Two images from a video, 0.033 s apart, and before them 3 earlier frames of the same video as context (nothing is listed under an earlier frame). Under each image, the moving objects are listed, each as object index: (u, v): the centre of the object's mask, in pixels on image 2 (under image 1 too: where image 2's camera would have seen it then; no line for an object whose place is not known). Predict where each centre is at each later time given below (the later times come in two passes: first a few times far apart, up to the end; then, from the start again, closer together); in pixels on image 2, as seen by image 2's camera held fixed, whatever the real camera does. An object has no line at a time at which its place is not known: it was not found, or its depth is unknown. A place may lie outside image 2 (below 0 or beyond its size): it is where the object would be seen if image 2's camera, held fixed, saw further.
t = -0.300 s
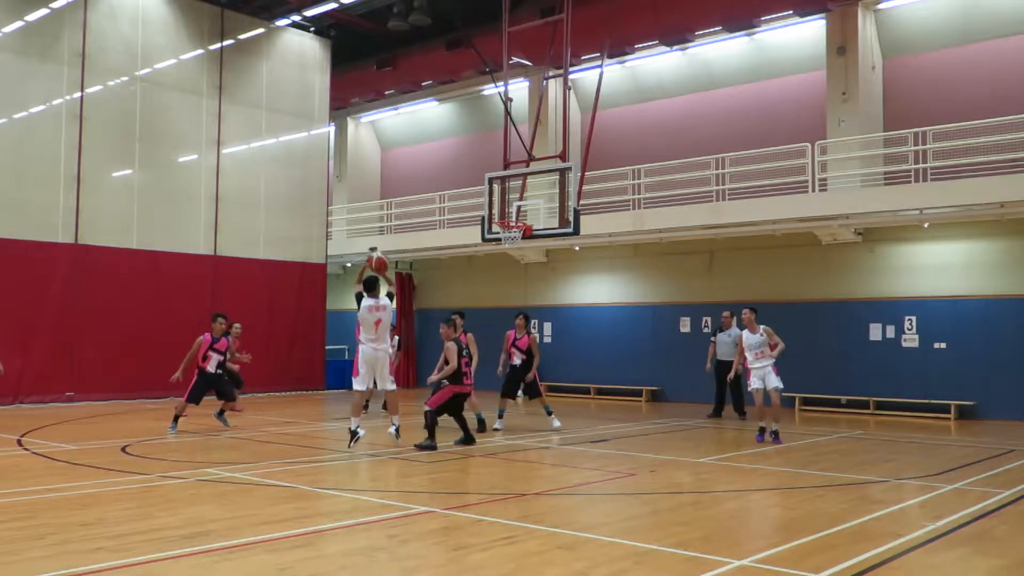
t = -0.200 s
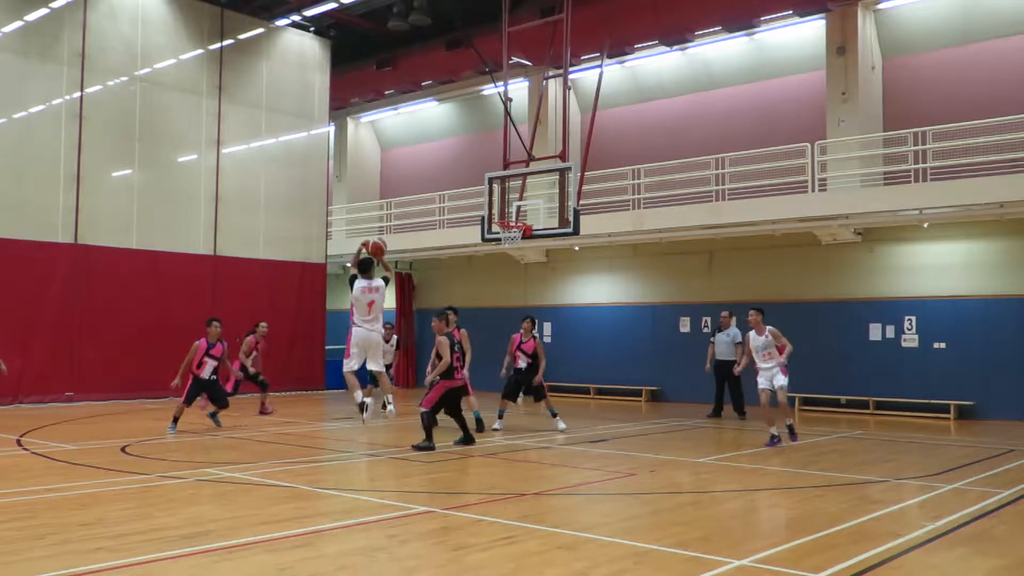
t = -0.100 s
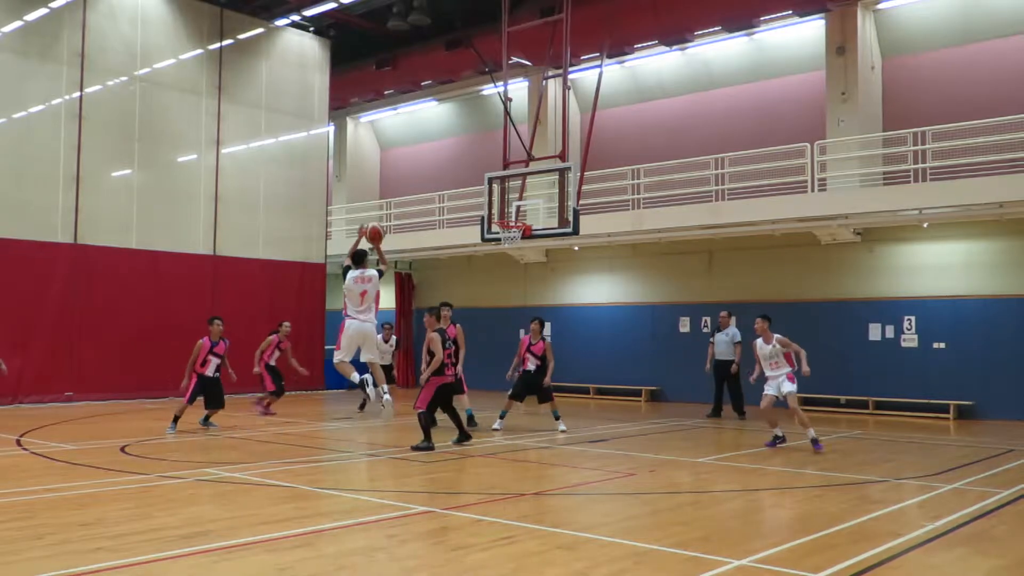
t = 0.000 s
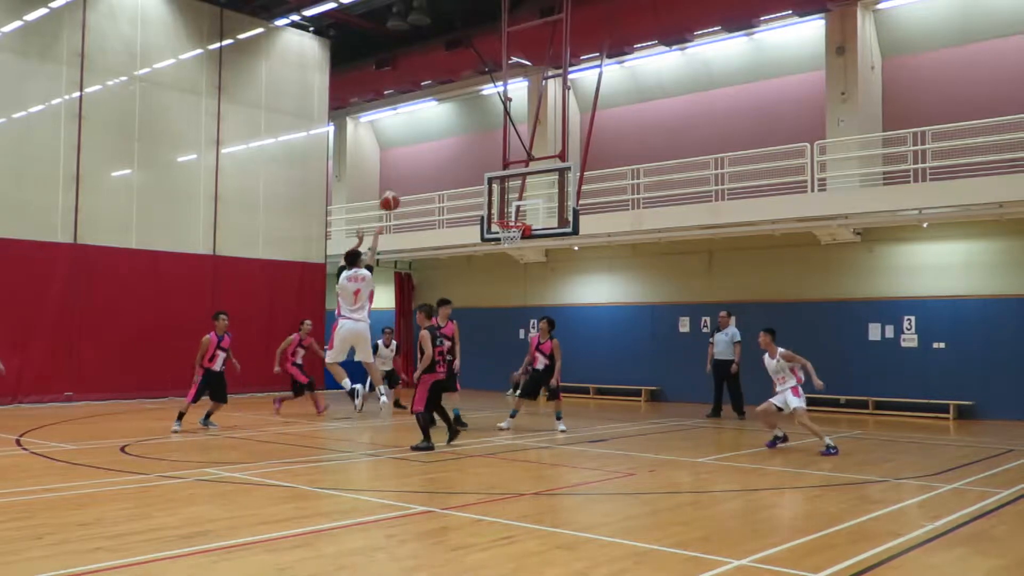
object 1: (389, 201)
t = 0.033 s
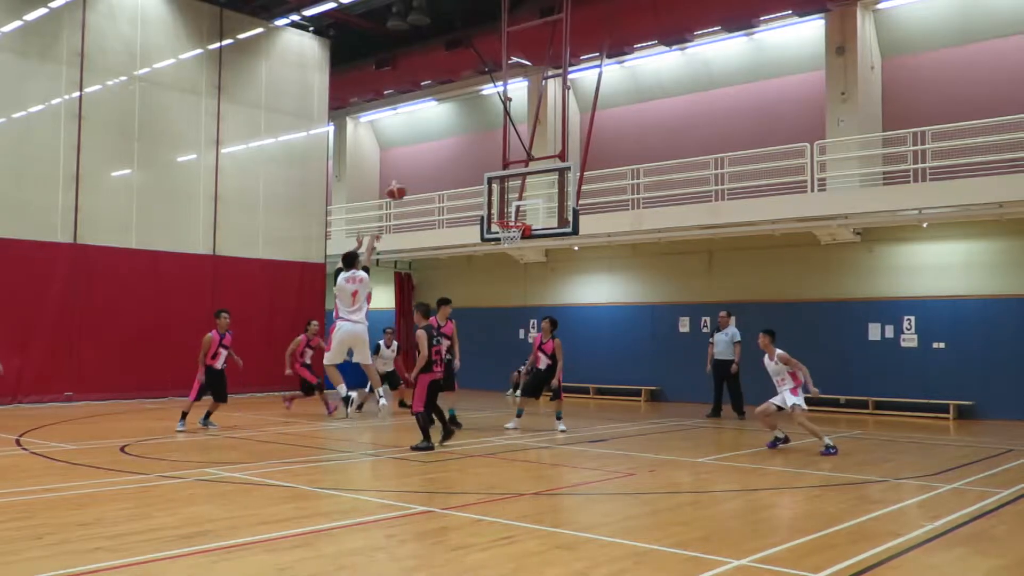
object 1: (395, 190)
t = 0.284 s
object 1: (440, 146)
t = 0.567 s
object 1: (481, 156)
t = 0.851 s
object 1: (512, 213)
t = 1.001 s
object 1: (504, 228)
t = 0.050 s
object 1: (399, 186)
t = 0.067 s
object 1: (402, 181)
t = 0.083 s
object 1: (406, 177)
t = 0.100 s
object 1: (409, 172)
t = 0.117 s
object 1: (412, 169)
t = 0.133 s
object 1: (415, 165)
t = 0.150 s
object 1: (418, 162)
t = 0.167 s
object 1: (421, 159)
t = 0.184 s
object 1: (424, 157)
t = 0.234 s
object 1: (432, 150)
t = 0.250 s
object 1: (435, 148)
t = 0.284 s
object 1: (440, 146)
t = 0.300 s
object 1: (443, 145)
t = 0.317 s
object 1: (446, 144)
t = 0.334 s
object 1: (449, 144)
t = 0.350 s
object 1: (451, 143)
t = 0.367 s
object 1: (454, 143)
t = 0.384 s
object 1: (456, 143)
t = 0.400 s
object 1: (458, 143)
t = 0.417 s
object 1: (460, 144)
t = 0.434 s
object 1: (462, 144)
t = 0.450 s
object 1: (465, 145)
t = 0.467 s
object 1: (468, 146)
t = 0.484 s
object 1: (469, 147)
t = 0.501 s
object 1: (472, 149)
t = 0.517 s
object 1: (474, 150)
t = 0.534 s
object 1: (477, 152)
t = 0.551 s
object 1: (479, 155)
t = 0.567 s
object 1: (481, 156)
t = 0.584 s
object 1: (483, 158)
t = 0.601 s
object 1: (485, 162)
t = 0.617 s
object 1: (487, 163)
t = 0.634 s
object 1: (489, 165)
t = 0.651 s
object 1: (491, 168)
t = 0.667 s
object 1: (494, 171)
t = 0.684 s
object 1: (495, 174)
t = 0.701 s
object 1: (497, 178)
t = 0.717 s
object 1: (498, 182)
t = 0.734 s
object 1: (500, 184)
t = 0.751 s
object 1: (501, 187)
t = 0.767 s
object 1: (504, 191)
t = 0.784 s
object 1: (505, 196)
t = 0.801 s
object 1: (507, 200)
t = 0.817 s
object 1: (508, 205)
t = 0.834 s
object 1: (510, 209)
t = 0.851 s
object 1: (512, 213)
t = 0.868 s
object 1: (515, 217)
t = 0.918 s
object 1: (505, 225)
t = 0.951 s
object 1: (501, 226)
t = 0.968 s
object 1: (502, 226)
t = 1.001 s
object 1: (504, 228)
